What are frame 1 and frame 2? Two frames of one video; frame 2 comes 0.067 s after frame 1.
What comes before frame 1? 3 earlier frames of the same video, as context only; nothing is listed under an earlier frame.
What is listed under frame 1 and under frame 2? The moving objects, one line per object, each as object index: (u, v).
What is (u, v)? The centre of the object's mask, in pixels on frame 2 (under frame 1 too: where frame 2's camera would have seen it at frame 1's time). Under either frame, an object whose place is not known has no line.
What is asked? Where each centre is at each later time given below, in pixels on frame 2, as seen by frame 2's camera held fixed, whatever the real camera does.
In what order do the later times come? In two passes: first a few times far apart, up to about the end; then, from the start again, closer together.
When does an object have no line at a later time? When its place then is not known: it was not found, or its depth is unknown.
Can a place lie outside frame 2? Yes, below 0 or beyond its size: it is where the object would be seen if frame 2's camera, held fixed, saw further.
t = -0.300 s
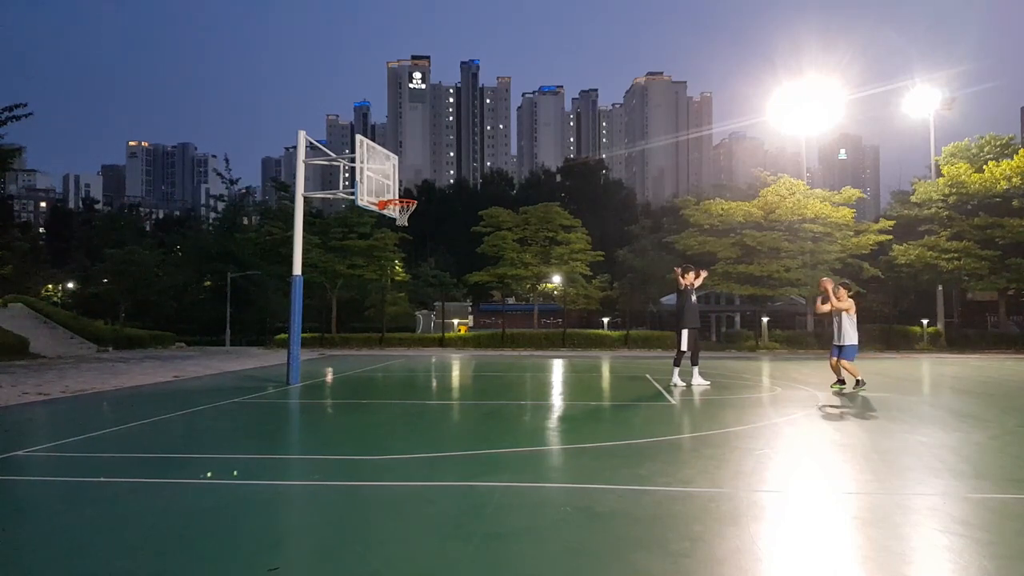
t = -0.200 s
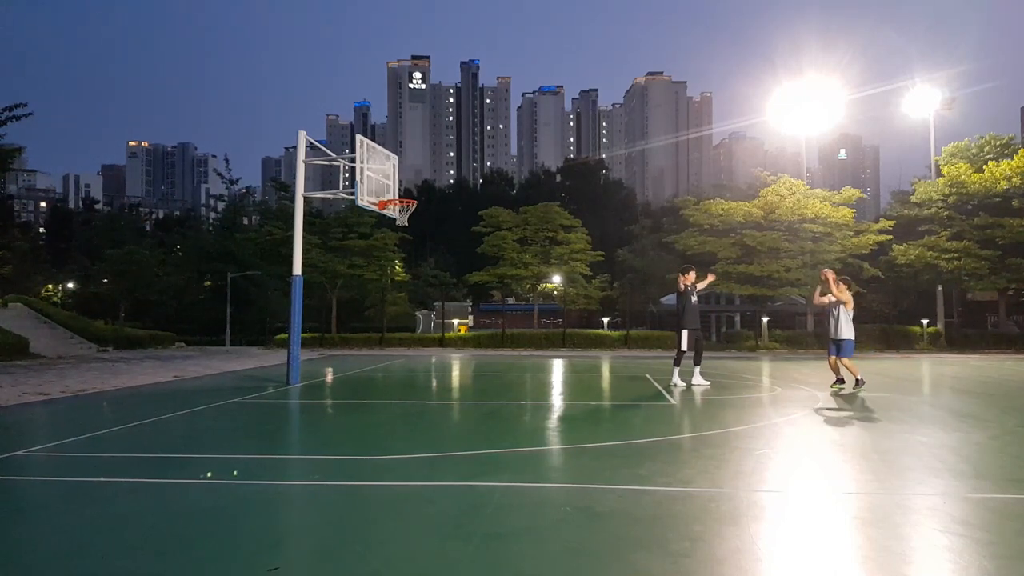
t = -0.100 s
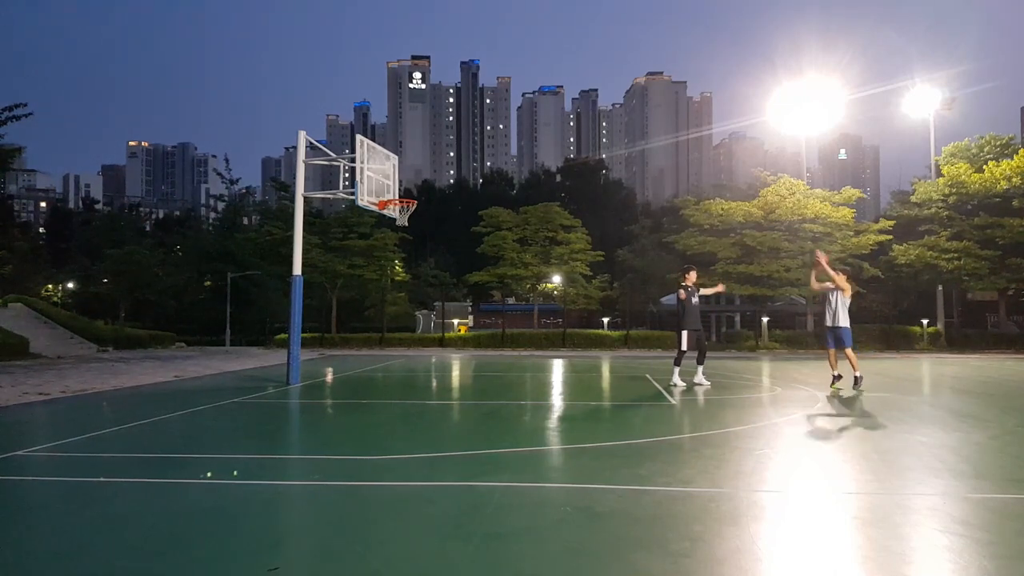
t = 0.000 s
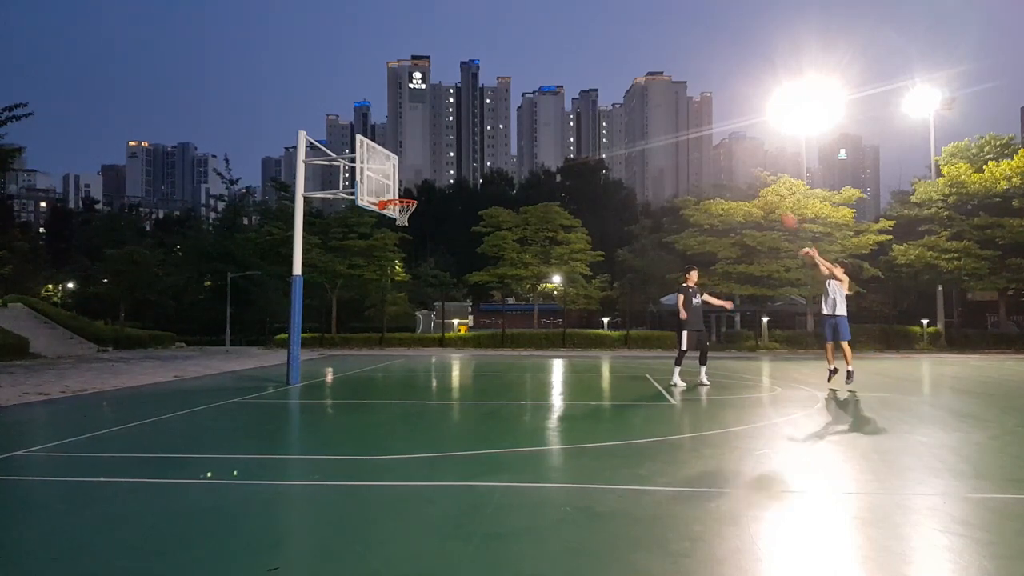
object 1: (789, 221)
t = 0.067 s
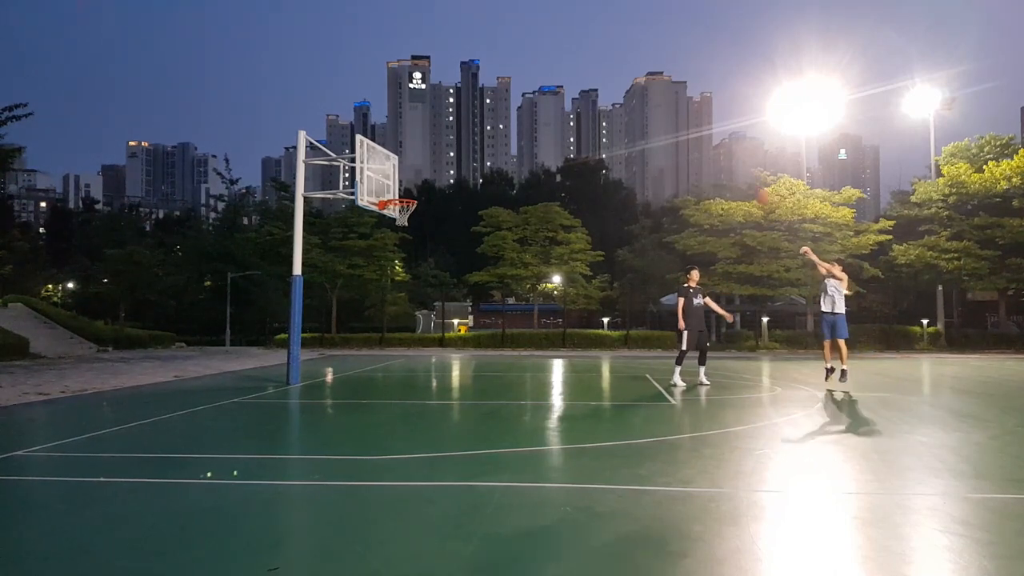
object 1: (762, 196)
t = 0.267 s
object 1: (693, 141)
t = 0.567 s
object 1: (590, 105)
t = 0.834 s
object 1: (503, 120)
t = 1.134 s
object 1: (407, 187)
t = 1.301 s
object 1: (410, 207)
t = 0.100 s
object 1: (752, 185)
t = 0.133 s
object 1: (740, 174)
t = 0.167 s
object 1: (728, 164)
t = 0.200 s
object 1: (717, 157)
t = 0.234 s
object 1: (704, 148)
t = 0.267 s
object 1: (693, 141)
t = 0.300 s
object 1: (682, 134)
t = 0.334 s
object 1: (669, 128)
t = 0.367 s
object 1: (657, 122)
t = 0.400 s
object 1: (646, 118)
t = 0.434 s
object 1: (635, 114)
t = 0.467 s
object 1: (623, 110)
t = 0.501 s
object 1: (613, 108)
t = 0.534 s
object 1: (601, 106)
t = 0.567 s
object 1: (590, 105)
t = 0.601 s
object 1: (579, 104)
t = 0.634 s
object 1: (568, 105)
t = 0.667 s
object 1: (556, 106)
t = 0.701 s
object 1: (545, 107)
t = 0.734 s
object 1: (535, 109)
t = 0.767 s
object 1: (523, 112)
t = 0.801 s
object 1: (513, 115)
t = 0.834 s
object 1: (503, 120)
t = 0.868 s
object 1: (492, 124)
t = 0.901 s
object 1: (480, 130)
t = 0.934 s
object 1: (469, 136)
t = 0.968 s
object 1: (460, 143)
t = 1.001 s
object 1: (449, 150)
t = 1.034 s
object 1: (438, 159)
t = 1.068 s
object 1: (428, 167)
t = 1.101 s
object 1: (418, 177)
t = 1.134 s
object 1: (407, 187)
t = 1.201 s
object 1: (399, 198)
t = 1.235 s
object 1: (403, 199)
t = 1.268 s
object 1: (411, 202)
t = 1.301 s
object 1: (410, 207)
